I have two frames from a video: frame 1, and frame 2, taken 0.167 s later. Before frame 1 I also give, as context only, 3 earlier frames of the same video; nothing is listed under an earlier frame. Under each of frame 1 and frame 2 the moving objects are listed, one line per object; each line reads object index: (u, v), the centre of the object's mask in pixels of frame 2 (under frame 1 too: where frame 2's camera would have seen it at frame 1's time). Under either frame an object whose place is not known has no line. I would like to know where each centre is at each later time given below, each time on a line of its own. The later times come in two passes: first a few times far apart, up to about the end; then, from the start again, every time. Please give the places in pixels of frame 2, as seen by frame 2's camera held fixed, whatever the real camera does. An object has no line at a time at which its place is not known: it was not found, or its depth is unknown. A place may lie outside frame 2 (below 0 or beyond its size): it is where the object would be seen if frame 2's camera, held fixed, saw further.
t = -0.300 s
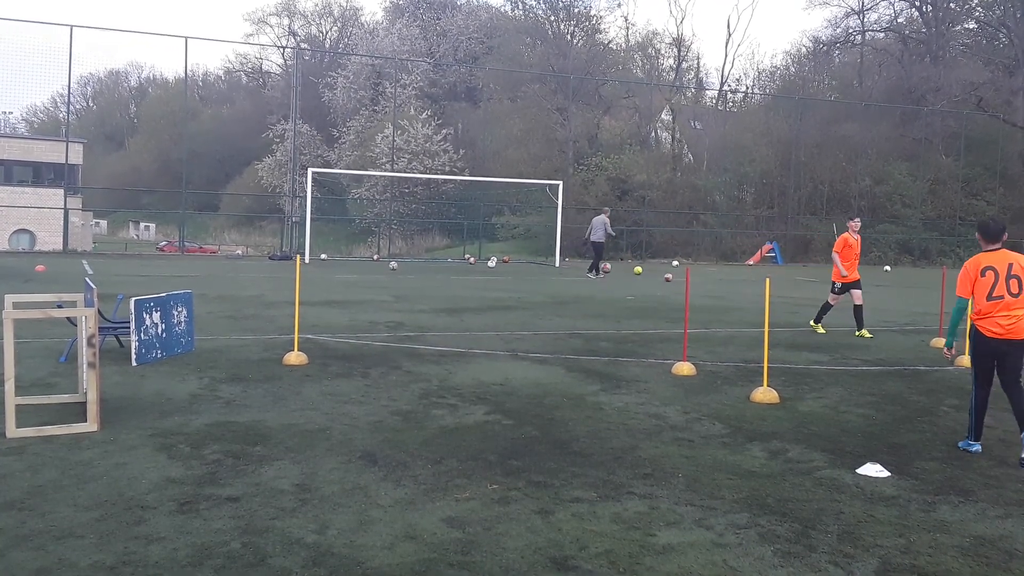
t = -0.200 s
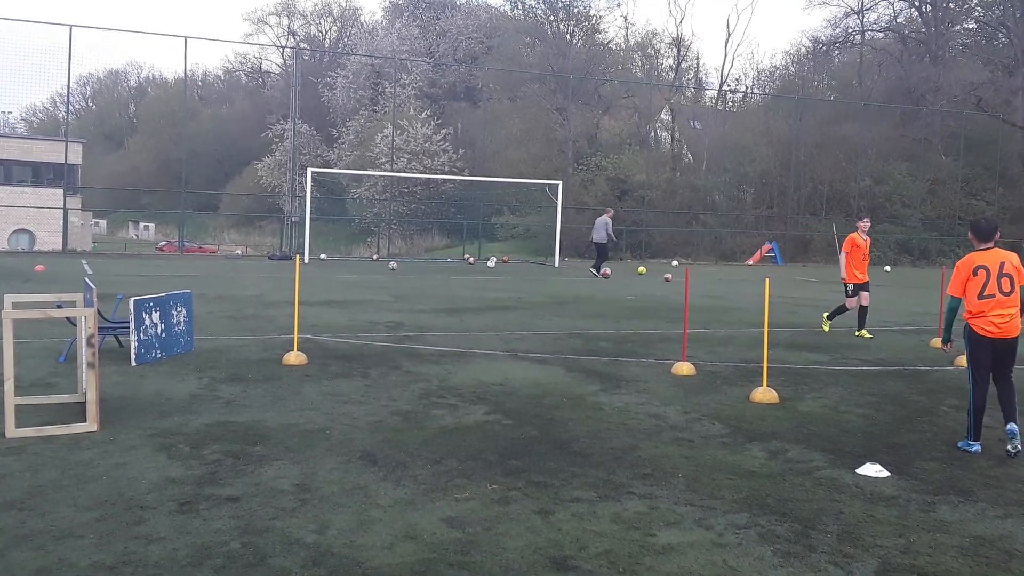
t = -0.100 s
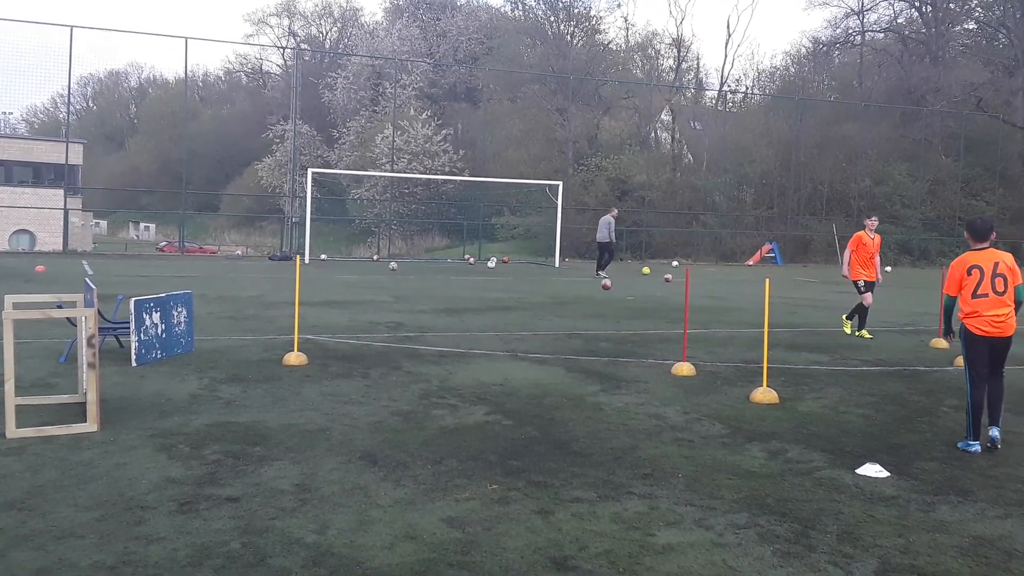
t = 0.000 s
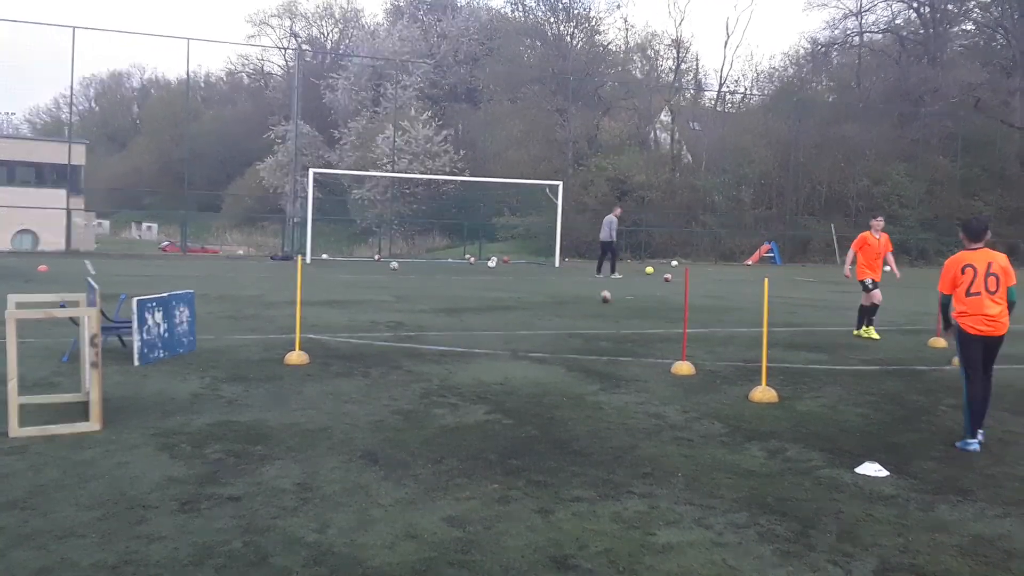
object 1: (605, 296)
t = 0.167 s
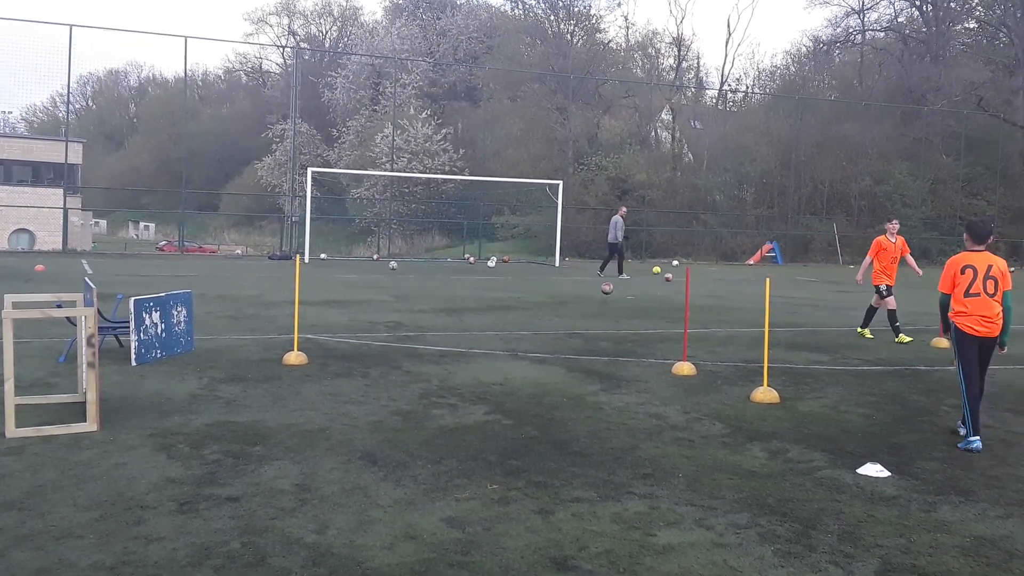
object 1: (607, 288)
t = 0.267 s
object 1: (607, 292)
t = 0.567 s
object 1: (606, 306)
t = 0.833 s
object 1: (605, 321)
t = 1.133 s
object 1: (604, 335)
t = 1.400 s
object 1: (602, 351)
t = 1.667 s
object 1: (599, 367)
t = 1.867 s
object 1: (596, 384)
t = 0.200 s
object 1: (607, 289)
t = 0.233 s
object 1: (607, 290)
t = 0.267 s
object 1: (607, 292)
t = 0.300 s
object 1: (607, 294)
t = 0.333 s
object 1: (606, 298)
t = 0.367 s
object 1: (606, 302)
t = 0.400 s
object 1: (606, 307)
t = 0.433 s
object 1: (606, 308)
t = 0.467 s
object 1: (606, 306)
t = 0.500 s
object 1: (606, 306)
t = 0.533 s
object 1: (606, 305)
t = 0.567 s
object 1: (606, 306)
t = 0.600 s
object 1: (606, 307)
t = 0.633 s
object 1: (606, 309)
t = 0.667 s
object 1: (605, 312)
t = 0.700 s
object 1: (605, 316)
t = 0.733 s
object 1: (605, 320)
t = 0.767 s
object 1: (605, 319)
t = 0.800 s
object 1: (605, 320)
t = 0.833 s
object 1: (605, 321)
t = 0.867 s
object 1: (605, 323)
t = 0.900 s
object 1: (605, 326)
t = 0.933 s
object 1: (605, 326)
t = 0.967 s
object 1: (605, 326)
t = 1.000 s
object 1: (605, 326)
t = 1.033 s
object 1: (605, 328)
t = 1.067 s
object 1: (605, 331)
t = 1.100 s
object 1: (604, 334)
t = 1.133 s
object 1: (604, 335)
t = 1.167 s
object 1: (604, 336)
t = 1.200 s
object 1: (603, 338)
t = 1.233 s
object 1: (603, 340)
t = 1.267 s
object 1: (603, 343)
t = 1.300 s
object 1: (603, 343)
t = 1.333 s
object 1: (602, 345)
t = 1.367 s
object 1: (603, 347)
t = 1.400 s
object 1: (602, 351)
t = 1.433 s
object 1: (601, 350)
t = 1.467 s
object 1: (601, 350)
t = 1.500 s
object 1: (601, 352)
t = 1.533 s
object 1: (600, 355)
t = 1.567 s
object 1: (600, 359)
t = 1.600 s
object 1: (600, 363)
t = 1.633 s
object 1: (599, 365)
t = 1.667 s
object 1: (599, 367)
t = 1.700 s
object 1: (598, 371)
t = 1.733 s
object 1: (598, 373)
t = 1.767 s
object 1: (598, 377)
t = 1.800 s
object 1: (597, 379)
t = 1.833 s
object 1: (597, 381)
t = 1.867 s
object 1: (596, 384)
